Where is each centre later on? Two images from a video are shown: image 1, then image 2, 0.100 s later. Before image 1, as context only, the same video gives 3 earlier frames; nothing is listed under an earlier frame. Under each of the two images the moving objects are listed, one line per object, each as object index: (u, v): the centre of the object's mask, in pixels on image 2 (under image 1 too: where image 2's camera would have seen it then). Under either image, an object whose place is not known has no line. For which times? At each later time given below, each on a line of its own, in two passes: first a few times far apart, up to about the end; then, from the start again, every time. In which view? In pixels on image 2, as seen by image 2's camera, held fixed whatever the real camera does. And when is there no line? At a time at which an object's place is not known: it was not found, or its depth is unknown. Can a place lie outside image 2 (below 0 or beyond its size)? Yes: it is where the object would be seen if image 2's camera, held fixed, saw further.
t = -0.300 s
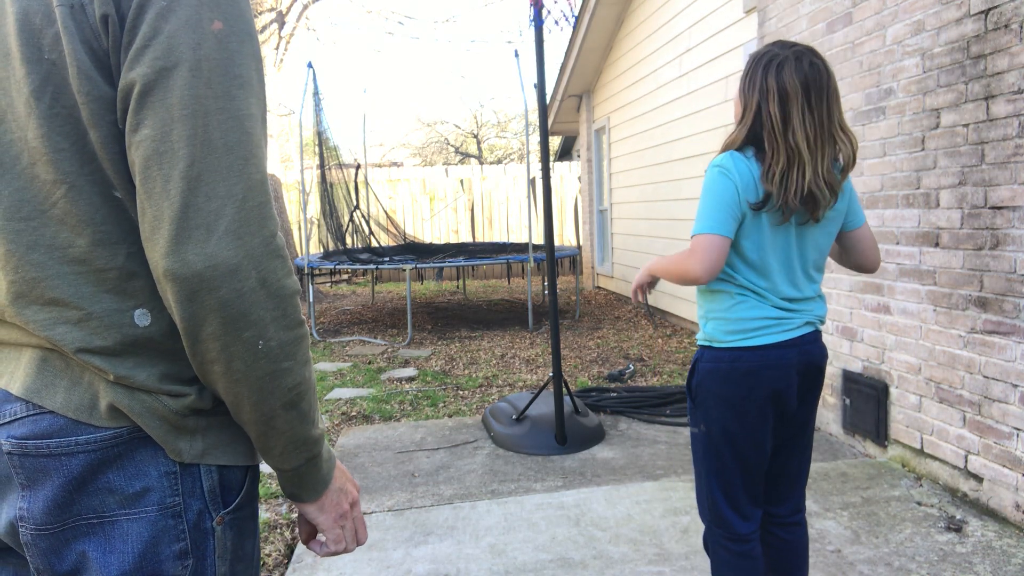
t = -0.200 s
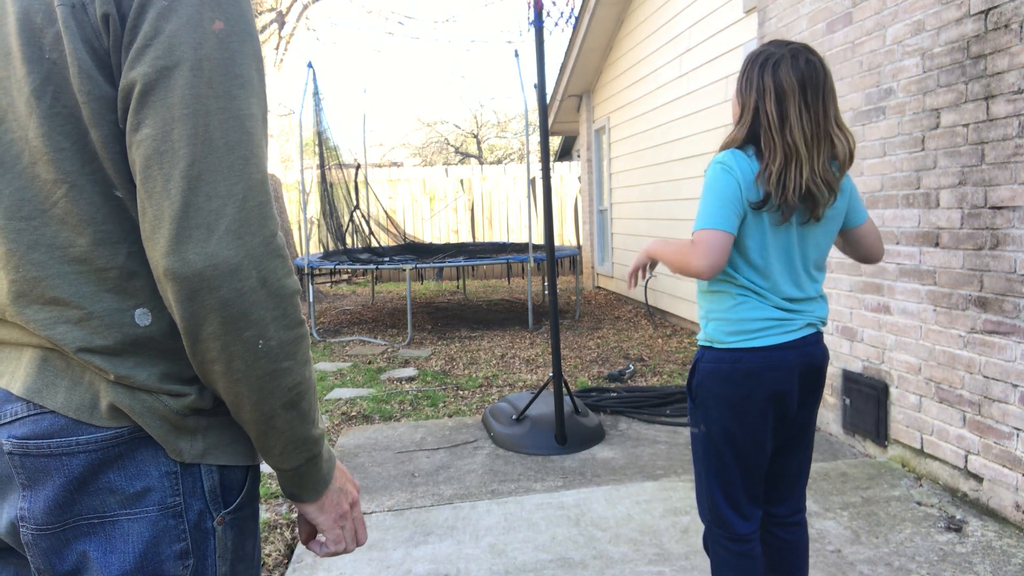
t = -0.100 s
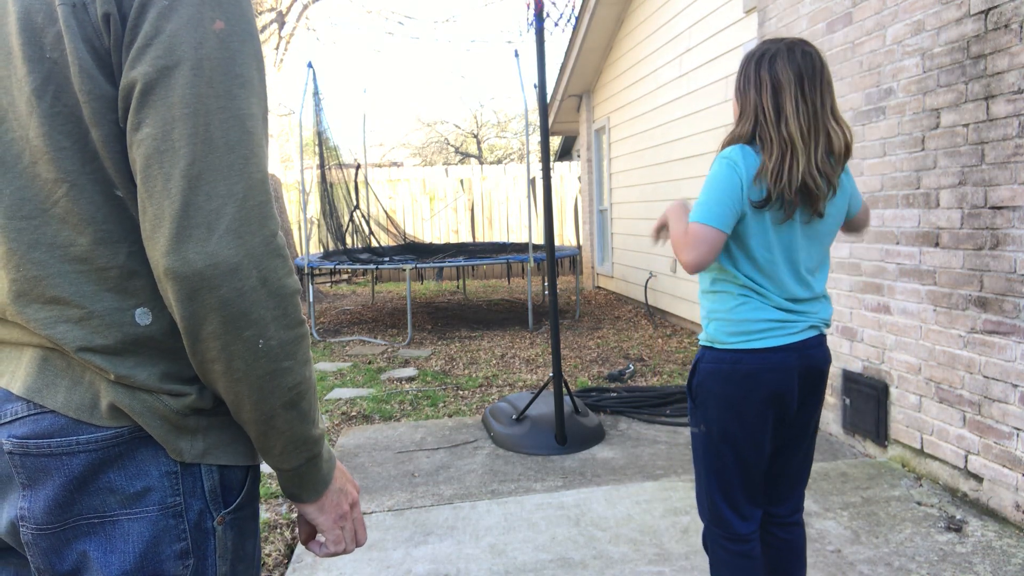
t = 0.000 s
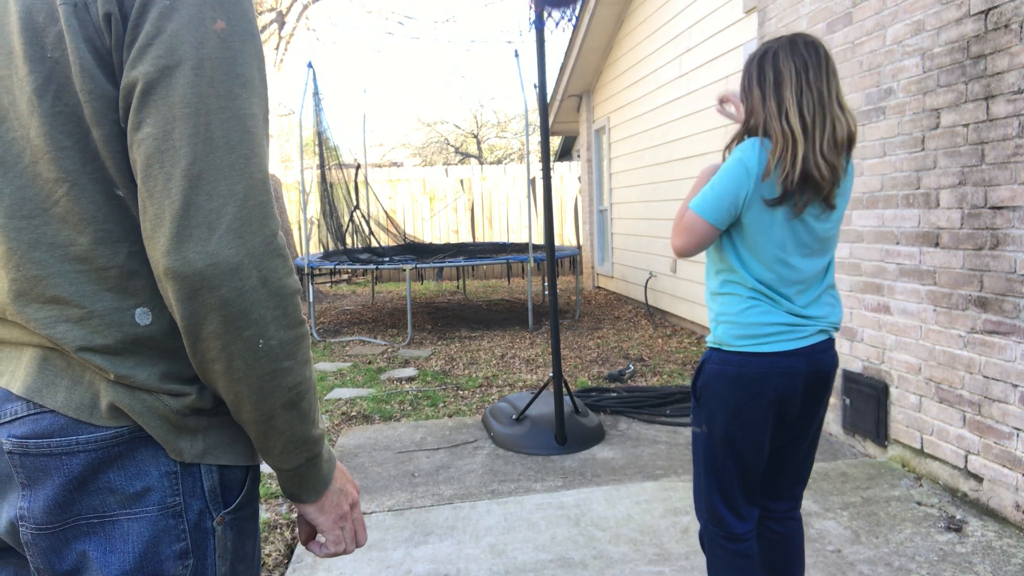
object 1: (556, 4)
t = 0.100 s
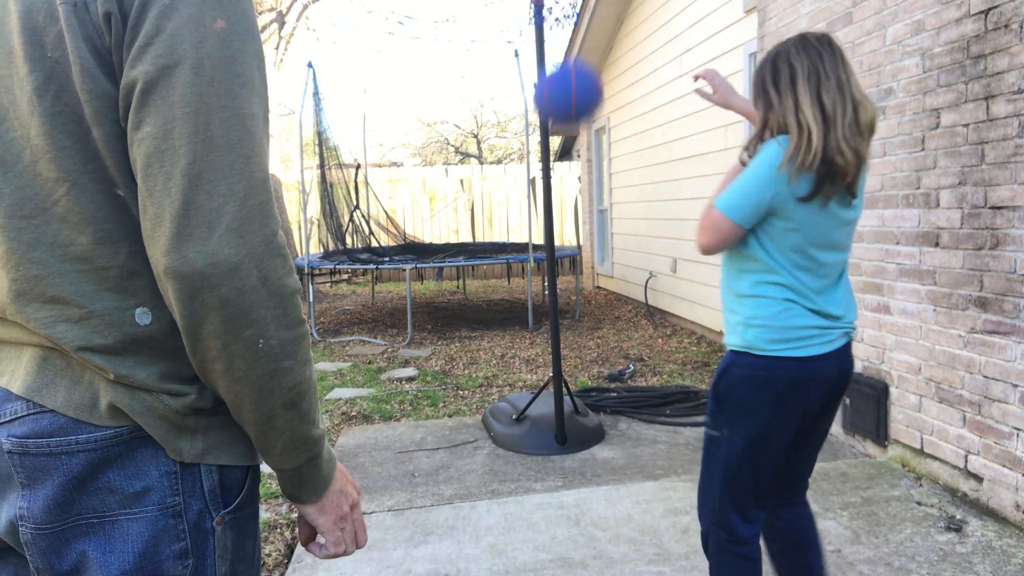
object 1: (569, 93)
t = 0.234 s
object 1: (582, 297)
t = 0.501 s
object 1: (604, 344)
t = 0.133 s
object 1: (571, 136)
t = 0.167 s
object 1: (576, 189)
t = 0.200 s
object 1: (578, 242)
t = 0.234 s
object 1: (582, 297)
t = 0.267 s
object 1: (586, 350)
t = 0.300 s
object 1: (592, 420)
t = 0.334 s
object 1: (597, 484)
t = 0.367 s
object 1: (603, 550)
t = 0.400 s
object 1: (603, 518)
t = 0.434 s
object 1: (603, 458)
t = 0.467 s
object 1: (603, 402)
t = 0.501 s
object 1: (604, 344)
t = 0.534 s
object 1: (605, 291)
